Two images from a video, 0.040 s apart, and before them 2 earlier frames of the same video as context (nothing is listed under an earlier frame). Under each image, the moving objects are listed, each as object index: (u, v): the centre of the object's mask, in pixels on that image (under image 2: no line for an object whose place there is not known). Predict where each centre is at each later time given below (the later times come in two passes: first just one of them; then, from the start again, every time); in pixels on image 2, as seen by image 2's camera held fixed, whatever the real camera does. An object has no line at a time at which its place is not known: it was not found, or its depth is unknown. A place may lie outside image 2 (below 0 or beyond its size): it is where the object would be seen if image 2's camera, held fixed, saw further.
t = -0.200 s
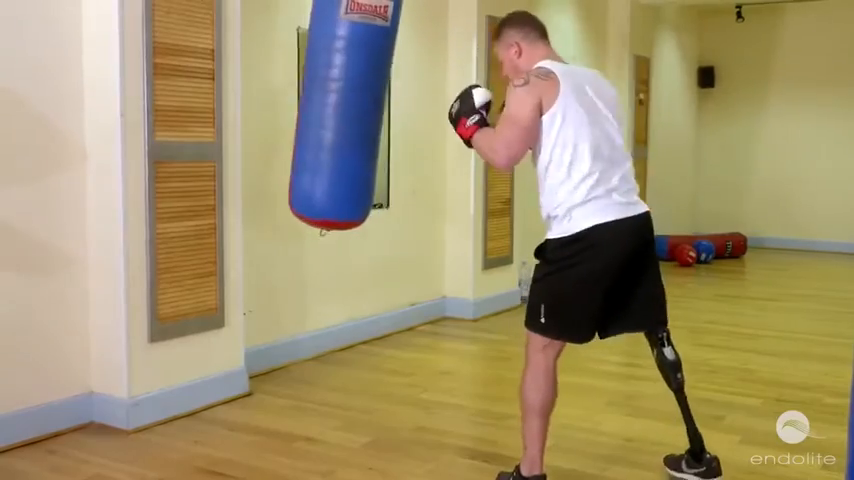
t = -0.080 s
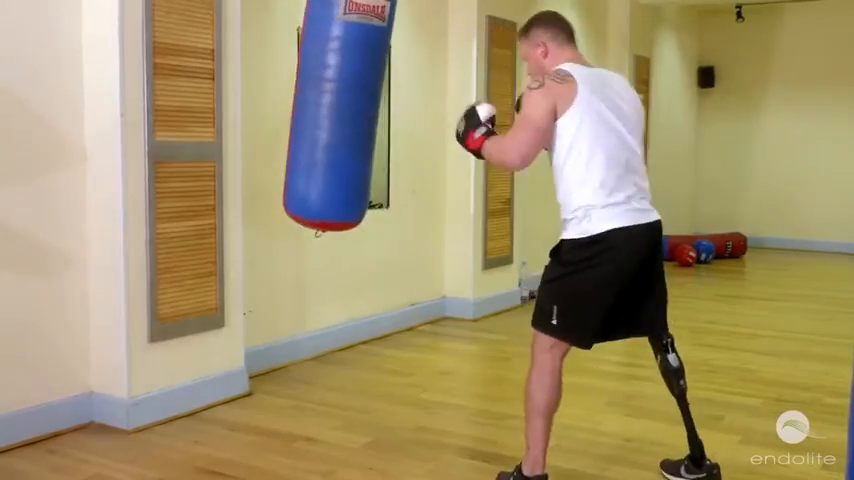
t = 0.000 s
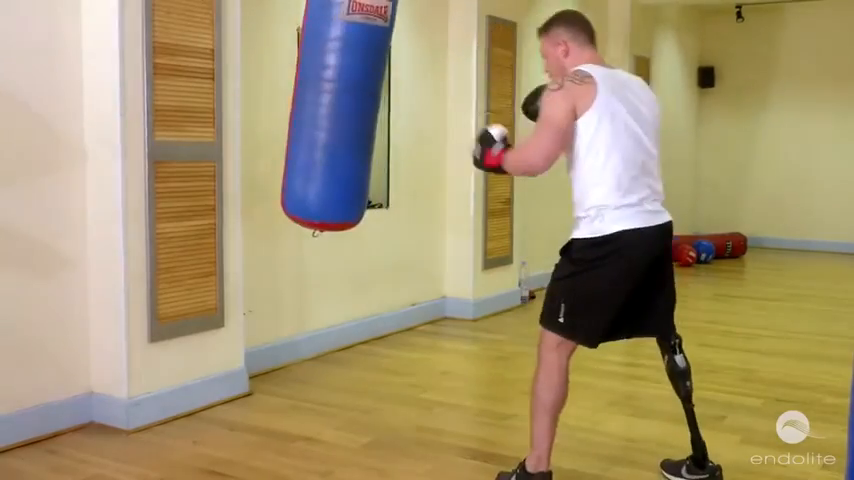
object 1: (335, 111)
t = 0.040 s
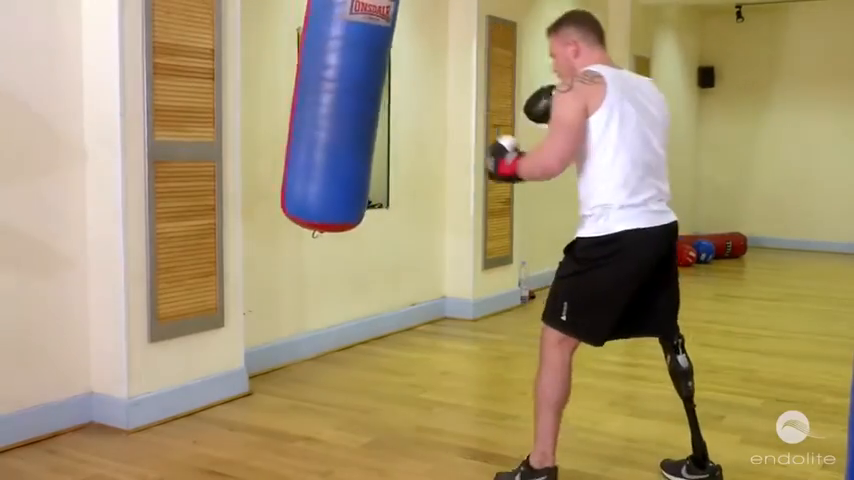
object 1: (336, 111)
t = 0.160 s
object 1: (341, 114)
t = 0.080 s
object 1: (337, 111)
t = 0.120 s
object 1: (339, 112)
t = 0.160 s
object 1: (341, 114)
